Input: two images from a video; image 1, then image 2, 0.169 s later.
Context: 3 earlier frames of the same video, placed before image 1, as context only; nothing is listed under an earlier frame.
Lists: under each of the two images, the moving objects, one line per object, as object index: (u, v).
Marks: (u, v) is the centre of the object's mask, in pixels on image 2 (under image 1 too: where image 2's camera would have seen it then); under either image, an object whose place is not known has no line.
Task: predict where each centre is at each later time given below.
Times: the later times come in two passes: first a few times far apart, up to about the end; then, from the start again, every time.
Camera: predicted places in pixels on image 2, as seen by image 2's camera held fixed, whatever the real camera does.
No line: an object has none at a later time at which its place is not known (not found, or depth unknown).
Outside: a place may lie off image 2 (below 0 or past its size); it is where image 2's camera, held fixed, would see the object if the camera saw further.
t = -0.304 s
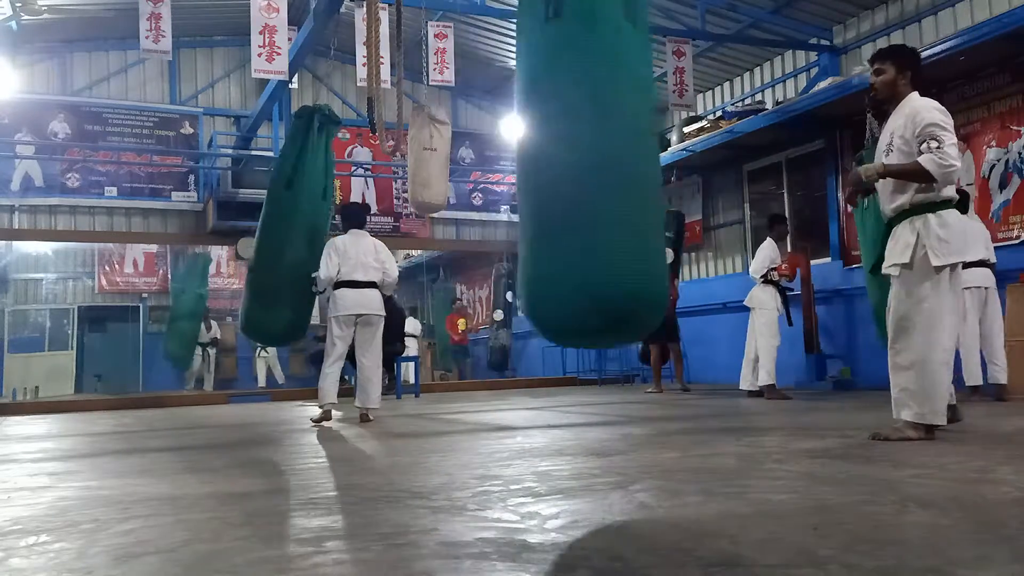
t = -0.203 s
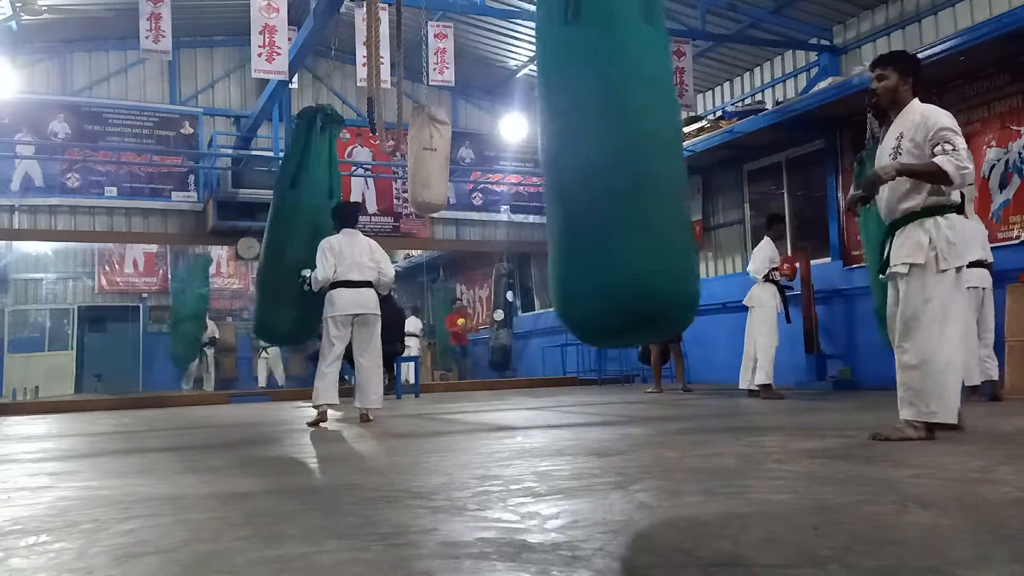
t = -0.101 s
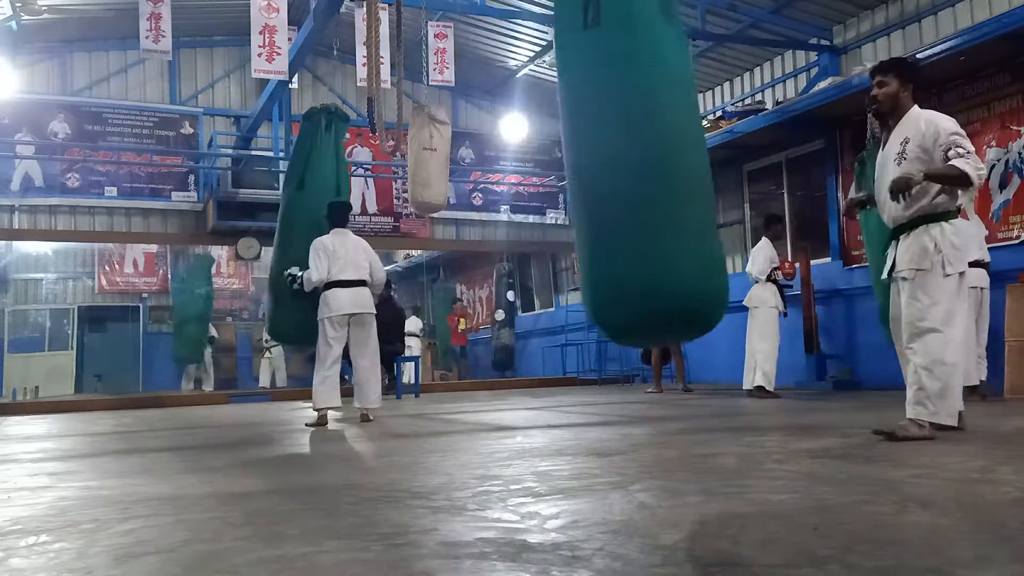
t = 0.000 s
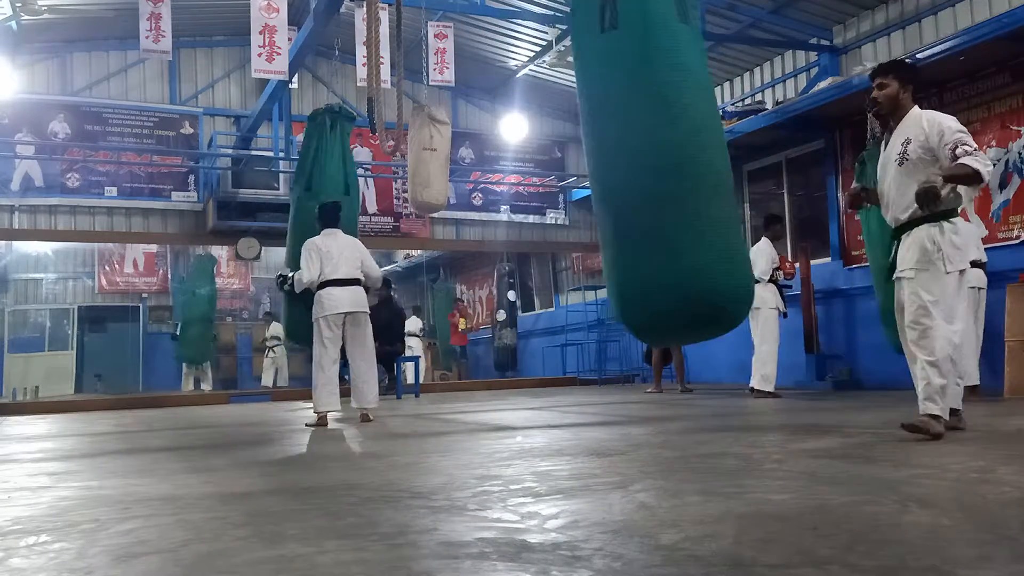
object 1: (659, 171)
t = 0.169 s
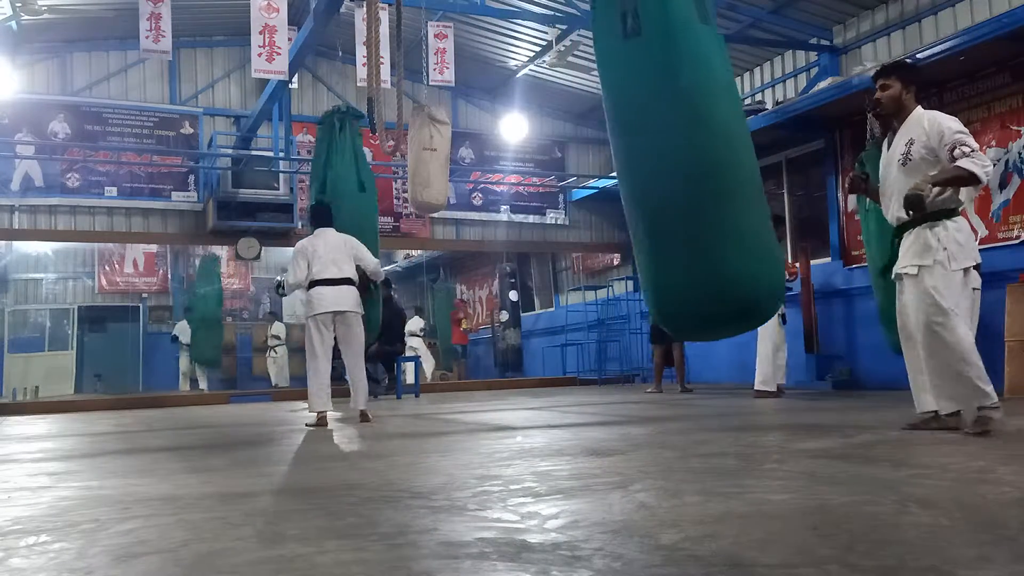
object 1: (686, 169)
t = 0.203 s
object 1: (690, 169)
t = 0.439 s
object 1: (703, 165)
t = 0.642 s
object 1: (695, 165)
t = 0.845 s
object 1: (671, 168)
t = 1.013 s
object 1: (642, 171)
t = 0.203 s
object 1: (690, 169)
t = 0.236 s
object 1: (694, 168)
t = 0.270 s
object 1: (697, 167)
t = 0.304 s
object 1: (699, 167)
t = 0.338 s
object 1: (701, 166)
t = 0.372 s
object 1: (702, 166)
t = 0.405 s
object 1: (703, 166)
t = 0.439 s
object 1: (703, 165)
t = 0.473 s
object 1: (703, 165)
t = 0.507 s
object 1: (703, 165)
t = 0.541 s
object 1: (701, 165)
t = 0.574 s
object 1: (700, 165)
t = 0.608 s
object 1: (697, 165)
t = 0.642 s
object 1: (695, 165)
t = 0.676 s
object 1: (691, 165)
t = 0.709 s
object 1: (688, 166)
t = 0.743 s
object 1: (684, 166)
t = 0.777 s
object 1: (680, 167)
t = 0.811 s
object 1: (676, 167)
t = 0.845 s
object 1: (671, 168)
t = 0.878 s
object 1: (666, 168)
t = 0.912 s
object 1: (660, 169)
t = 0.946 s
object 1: (654, 169)
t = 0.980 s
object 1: (648, 170)
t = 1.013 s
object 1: (642, 171)
